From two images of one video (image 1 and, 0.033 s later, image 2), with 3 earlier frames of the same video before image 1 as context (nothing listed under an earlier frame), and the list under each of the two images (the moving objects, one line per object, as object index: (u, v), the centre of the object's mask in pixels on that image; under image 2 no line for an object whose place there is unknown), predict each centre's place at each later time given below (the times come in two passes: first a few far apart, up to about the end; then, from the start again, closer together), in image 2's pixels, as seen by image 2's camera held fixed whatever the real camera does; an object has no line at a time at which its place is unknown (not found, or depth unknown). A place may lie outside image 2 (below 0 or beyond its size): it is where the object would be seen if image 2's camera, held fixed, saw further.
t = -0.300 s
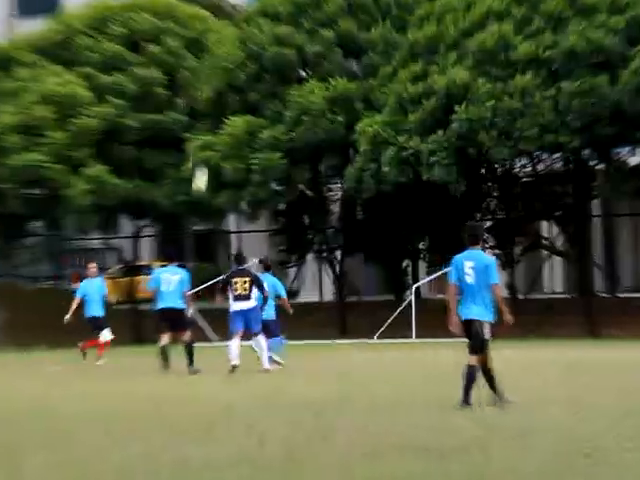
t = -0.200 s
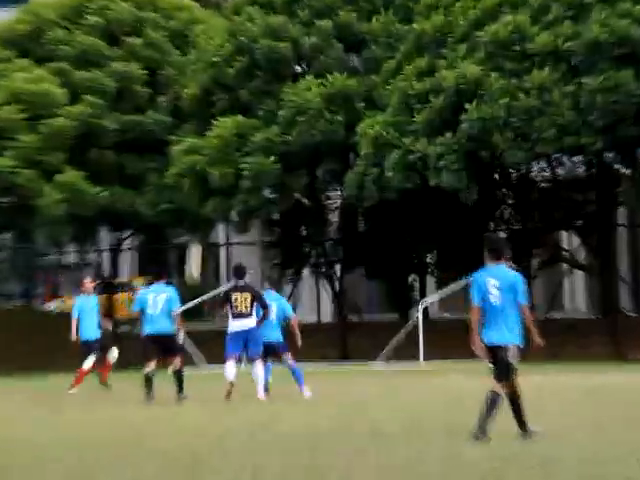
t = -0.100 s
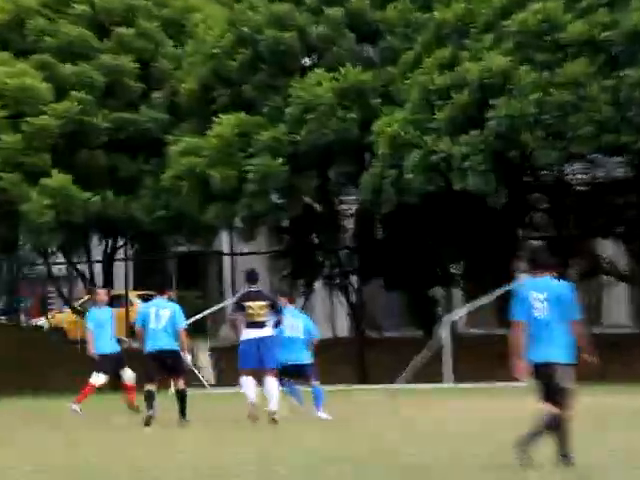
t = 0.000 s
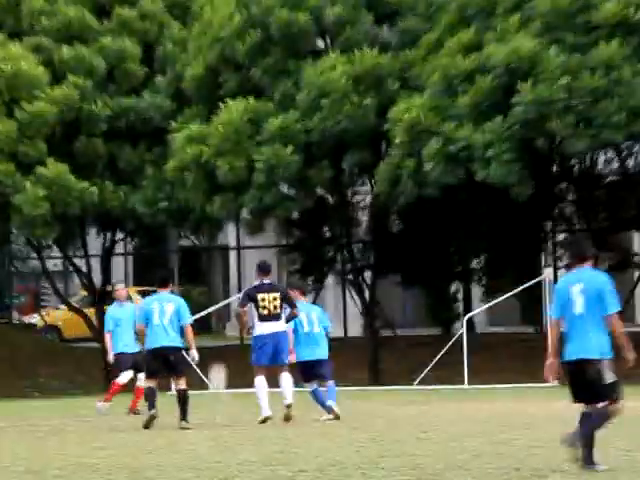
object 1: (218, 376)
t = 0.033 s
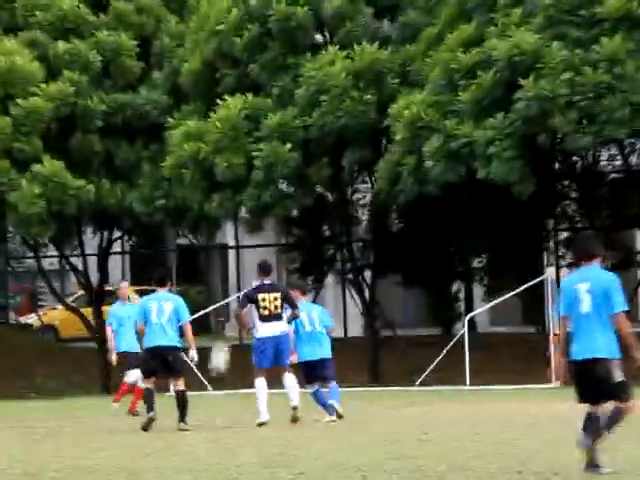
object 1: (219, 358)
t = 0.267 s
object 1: (244, 218)
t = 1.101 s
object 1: (347, 88)
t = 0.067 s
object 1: (223, 335)
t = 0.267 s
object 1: (244, 218)
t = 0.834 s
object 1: (312, 68)
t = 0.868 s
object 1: (316, 67)
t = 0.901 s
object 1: (320, 67)
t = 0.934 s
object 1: (324, 68)
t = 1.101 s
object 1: (347, 88)
